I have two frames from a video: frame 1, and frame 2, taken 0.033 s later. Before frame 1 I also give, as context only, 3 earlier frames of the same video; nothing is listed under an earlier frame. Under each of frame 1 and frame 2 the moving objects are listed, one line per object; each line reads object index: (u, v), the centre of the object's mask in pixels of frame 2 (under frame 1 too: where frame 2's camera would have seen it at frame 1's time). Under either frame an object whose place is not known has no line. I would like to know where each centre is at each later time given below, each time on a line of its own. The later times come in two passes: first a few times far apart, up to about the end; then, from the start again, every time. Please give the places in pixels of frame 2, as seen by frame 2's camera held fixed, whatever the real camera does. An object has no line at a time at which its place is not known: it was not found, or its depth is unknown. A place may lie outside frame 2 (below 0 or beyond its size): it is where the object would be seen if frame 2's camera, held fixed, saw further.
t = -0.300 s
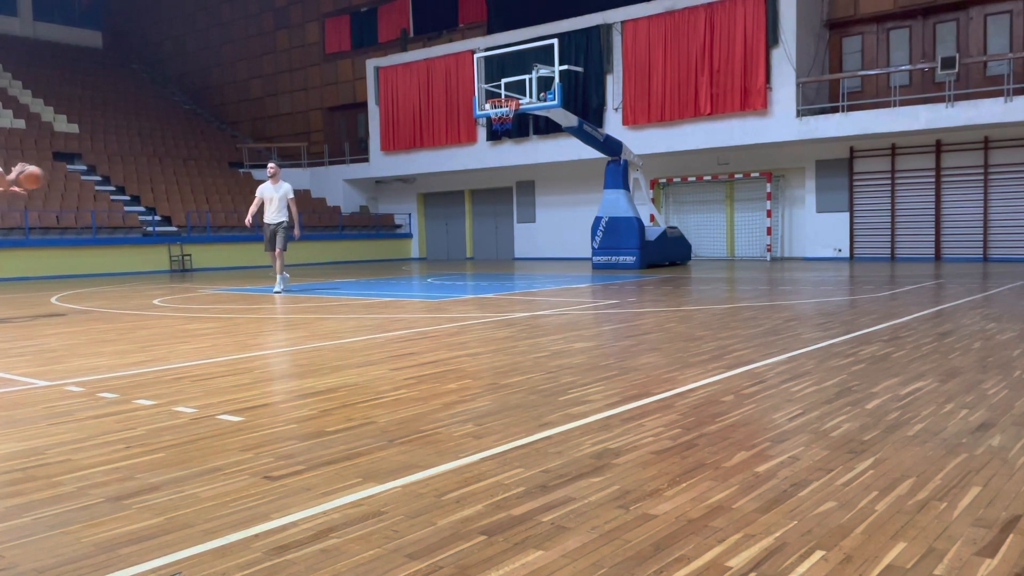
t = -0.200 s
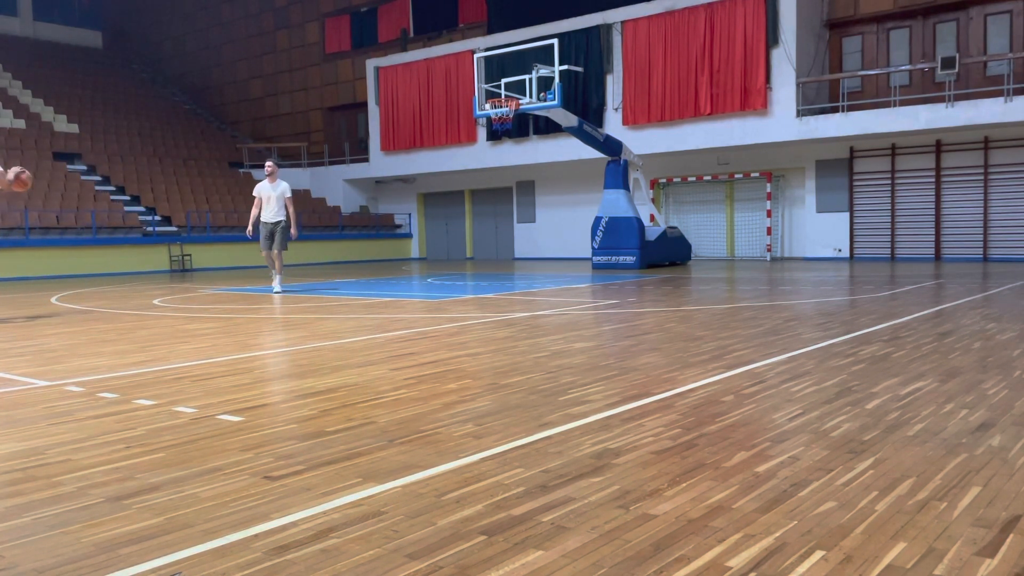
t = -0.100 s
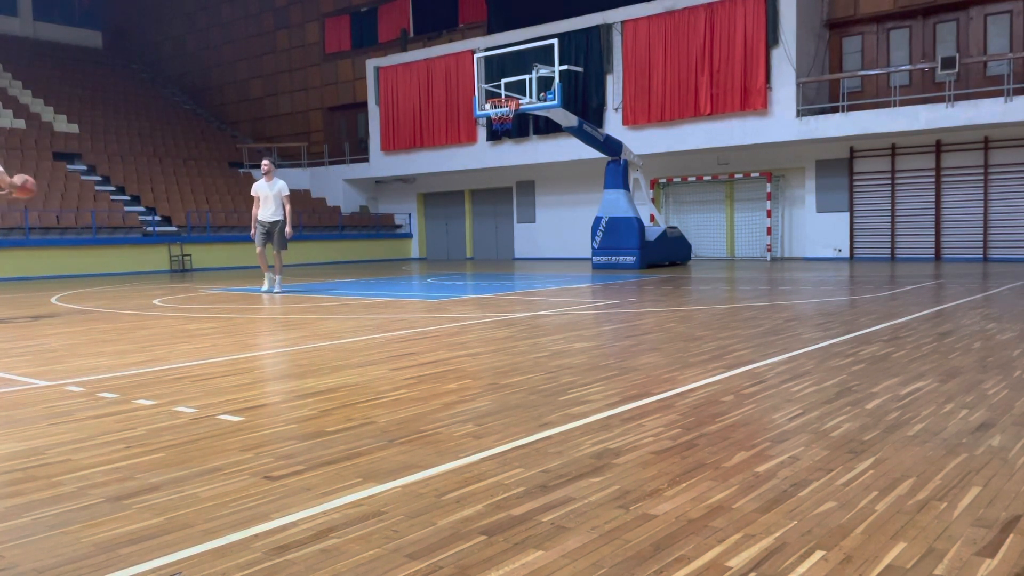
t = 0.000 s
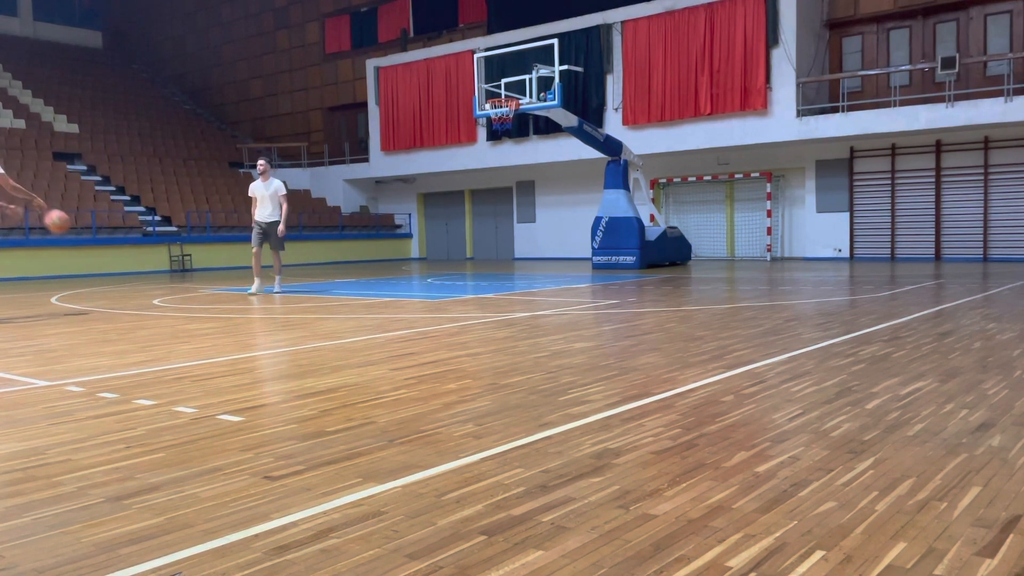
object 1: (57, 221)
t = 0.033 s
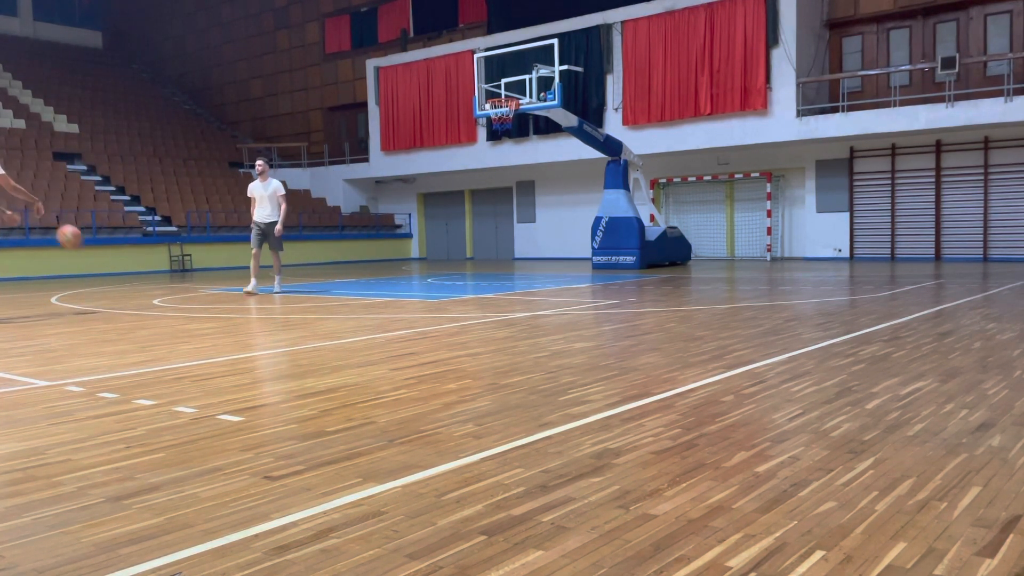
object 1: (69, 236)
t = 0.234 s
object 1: (125, 271)
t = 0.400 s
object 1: (149, 218)
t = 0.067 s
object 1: (81, 251)
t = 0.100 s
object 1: (93, 268)
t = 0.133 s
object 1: (105, 285)
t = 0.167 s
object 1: (115, 300)
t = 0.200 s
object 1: (120, 285)
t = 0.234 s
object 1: (125, 271)
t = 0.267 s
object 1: (130, 258)
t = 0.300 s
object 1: (134, 247)
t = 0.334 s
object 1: (139, 236)
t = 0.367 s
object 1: (144, 227)
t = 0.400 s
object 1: (149, 218)
